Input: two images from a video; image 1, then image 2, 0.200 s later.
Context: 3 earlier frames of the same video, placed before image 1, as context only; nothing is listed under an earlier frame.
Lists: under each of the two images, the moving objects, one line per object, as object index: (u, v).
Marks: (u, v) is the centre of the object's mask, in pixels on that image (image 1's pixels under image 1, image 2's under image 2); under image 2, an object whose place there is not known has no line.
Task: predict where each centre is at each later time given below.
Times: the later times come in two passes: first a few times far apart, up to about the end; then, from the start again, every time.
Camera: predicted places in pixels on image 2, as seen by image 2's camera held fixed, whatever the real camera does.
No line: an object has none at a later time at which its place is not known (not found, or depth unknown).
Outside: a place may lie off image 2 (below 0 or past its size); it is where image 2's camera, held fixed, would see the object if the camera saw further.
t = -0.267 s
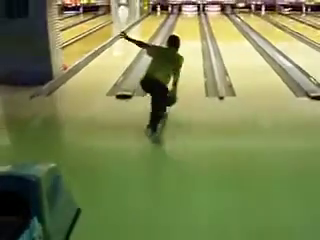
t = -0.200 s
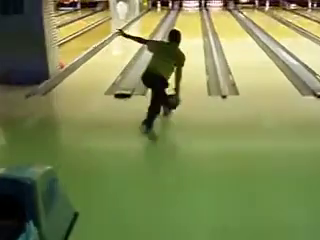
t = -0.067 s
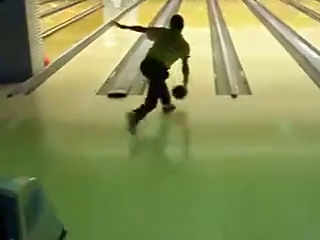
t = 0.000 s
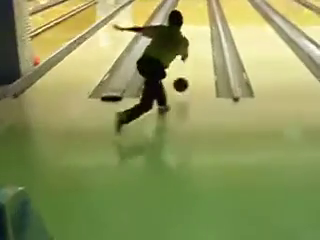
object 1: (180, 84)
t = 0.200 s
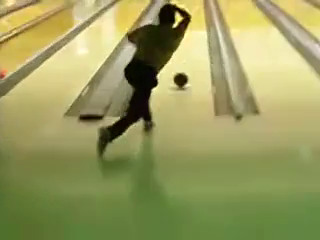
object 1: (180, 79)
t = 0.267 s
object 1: (182, 73)
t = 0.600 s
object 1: (188, 49)
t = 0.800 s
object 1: (192, 36)
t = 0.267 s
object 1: (182, 73)
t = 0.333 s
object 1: (183, 68)
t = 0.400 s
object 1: (184, 62)
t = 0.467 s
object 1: (186, 58)
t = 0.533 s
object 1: (187, 53)
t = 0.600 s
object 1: (188, 49)
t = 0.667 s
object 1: (189, 45)
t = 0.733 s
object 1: (191, 38)
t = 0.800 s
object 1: (192, 36)
